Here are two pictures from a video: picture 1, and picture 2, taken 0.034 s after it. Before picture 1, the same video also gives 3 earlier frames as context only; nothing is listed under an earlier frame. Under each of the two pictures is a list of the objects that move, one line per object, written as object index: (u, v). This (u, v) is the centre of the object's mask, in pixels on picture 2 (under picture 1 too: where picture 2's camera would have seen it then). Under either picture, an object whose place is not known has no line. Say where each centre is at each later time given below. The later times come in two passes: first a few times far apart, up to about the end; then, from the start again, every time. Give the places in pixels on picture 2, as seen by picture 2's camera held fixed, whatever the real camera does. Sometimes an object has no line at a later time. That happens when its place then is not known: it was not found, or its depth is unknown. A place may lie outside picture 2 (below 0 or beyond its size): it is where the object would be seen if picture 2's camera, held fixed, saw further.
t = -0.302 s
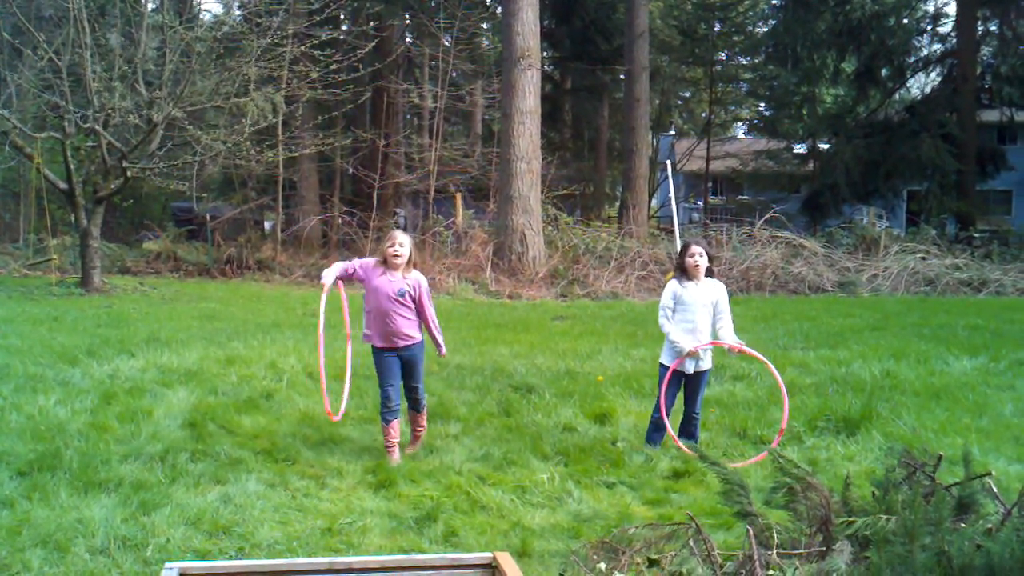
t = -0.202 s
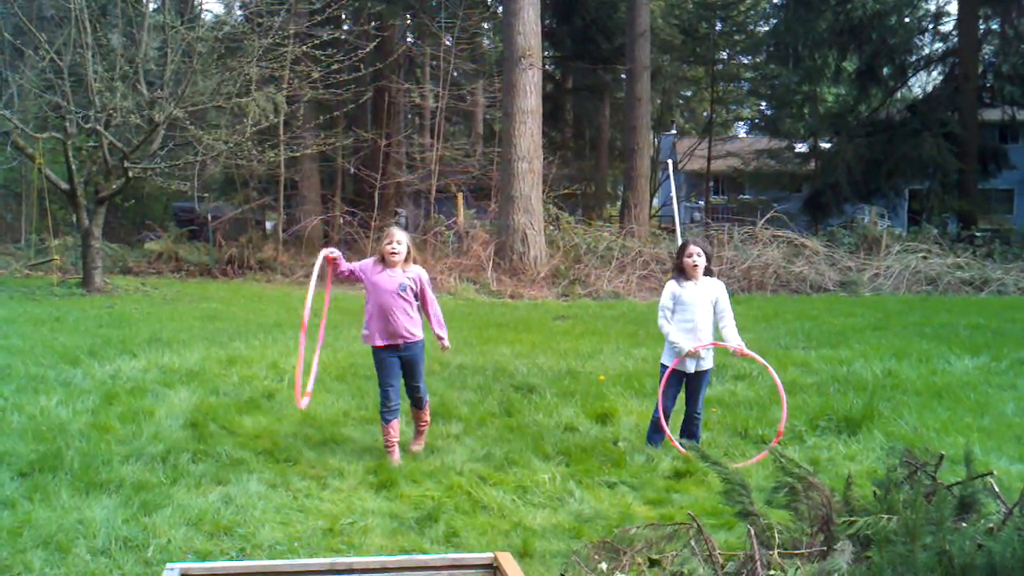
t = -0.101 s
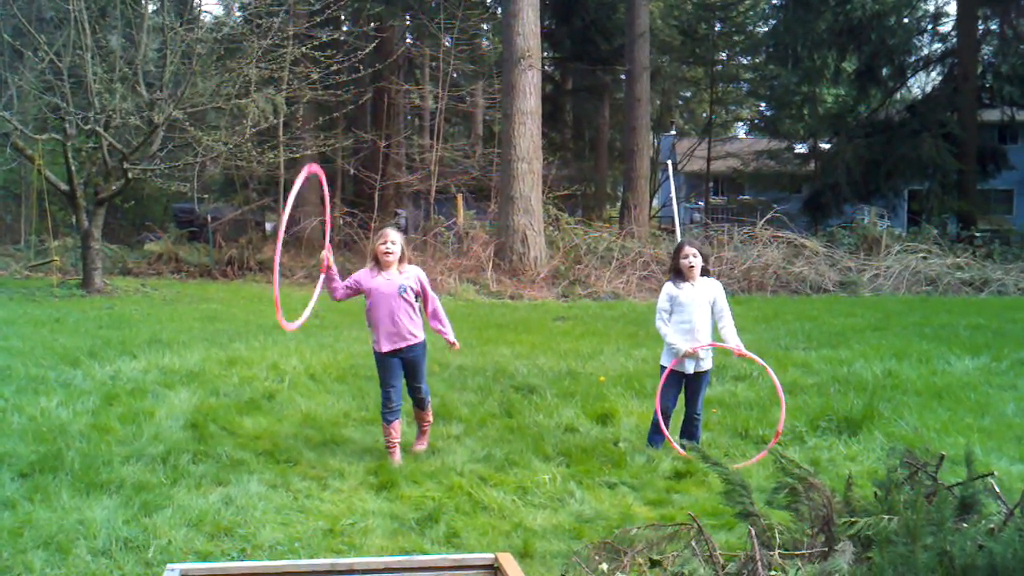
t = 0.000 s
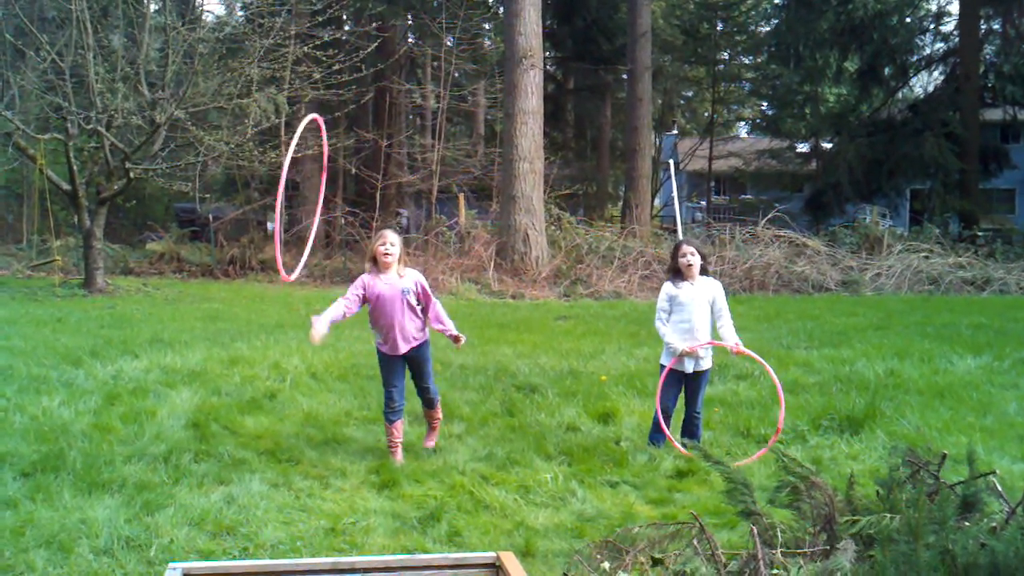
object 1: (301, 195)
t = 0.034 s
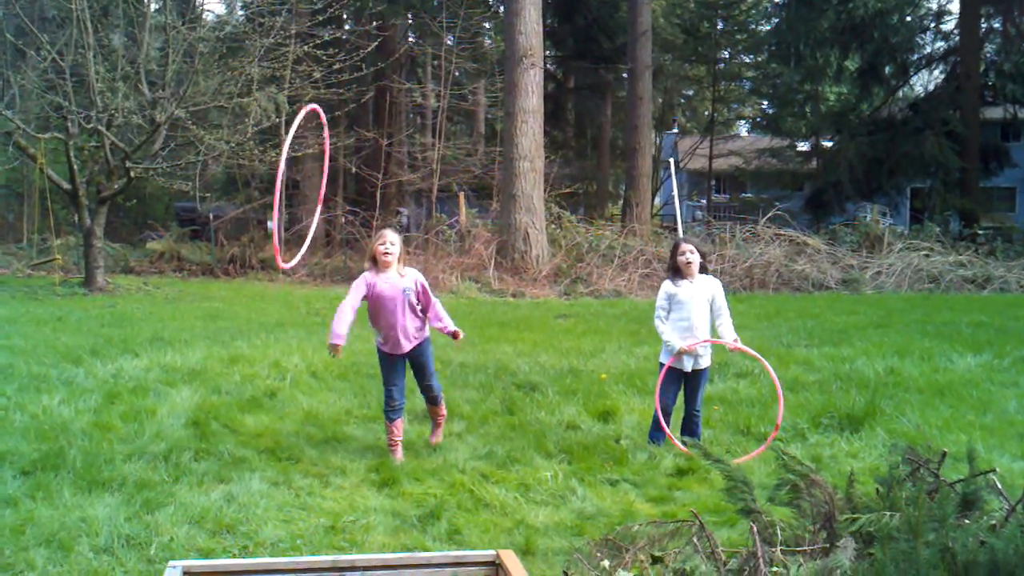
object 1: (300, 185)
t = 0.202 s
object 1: (295, 174)
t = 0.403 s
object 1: (291, 227)
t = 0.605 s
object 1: (287, 349)
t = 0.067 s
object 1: (299, 179)
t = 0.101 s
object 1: (298, 176)
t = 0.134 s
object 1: (297, 174)
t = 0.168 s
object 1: (296, 174)
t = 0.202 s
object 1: (295, 174)
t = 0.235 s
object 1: (295, 177)
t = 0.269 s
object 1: (294, 184)
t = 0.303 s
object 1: (293, 193)
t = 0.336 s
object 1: (292, 203)
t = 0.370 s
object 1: (291, 215)
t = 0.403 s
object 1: (291, 227)
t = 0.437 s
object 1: (290, 242)
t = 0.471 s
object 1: (290, 261)
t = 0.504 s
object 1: (289, 281)
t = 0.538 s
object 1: (288, 304)
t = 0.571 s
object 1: (287, 326)
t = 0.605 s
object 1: (287, 349)
